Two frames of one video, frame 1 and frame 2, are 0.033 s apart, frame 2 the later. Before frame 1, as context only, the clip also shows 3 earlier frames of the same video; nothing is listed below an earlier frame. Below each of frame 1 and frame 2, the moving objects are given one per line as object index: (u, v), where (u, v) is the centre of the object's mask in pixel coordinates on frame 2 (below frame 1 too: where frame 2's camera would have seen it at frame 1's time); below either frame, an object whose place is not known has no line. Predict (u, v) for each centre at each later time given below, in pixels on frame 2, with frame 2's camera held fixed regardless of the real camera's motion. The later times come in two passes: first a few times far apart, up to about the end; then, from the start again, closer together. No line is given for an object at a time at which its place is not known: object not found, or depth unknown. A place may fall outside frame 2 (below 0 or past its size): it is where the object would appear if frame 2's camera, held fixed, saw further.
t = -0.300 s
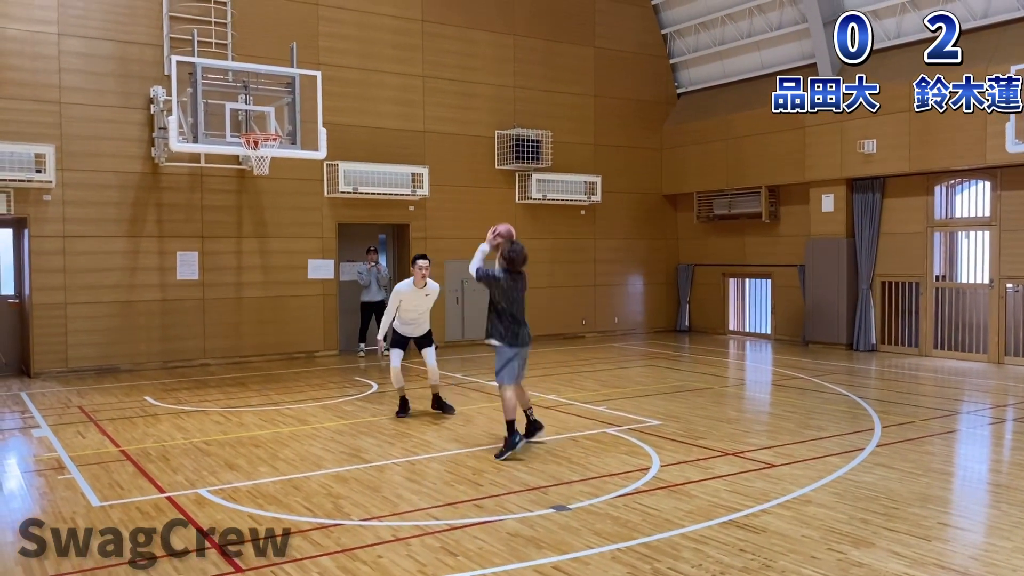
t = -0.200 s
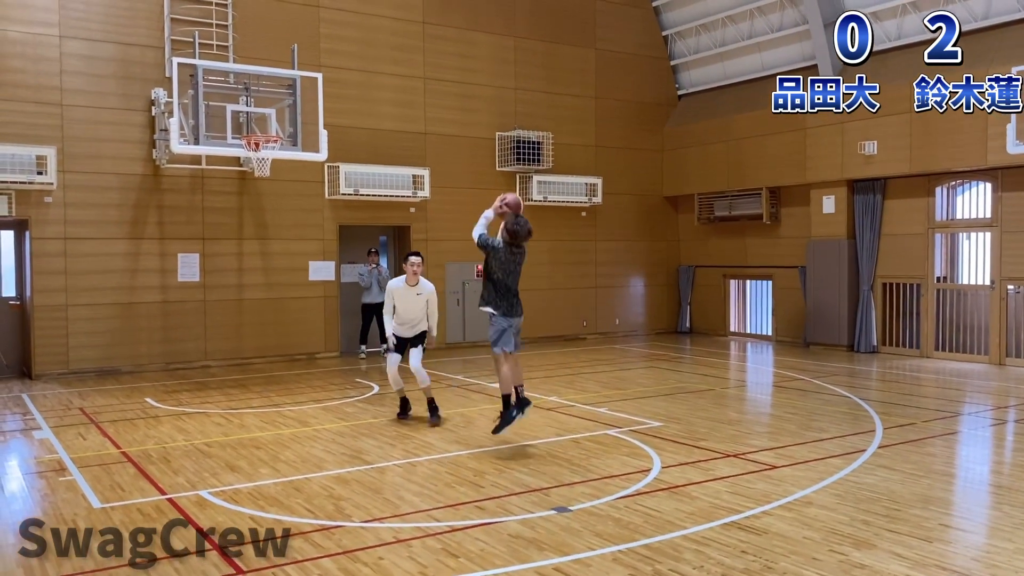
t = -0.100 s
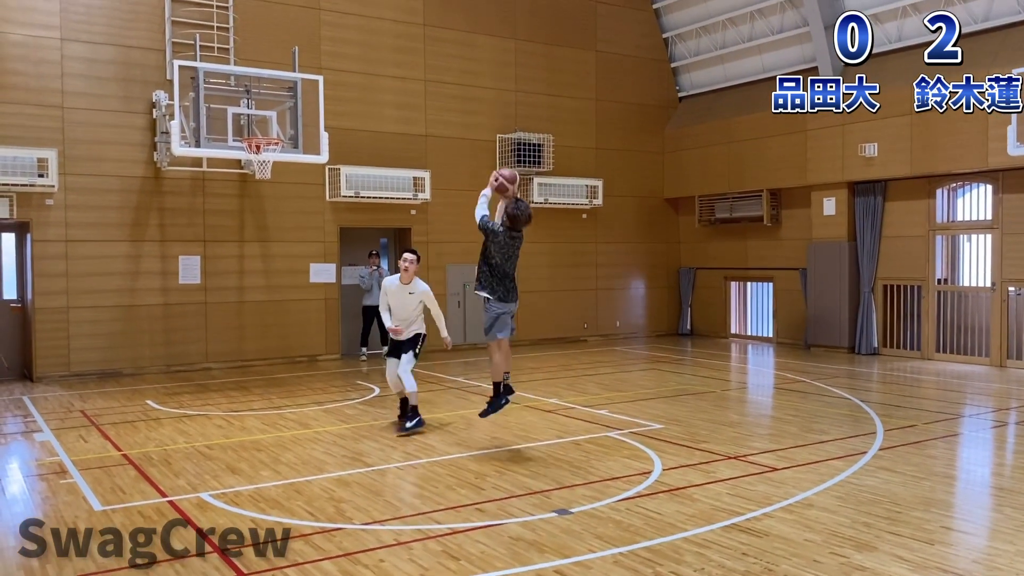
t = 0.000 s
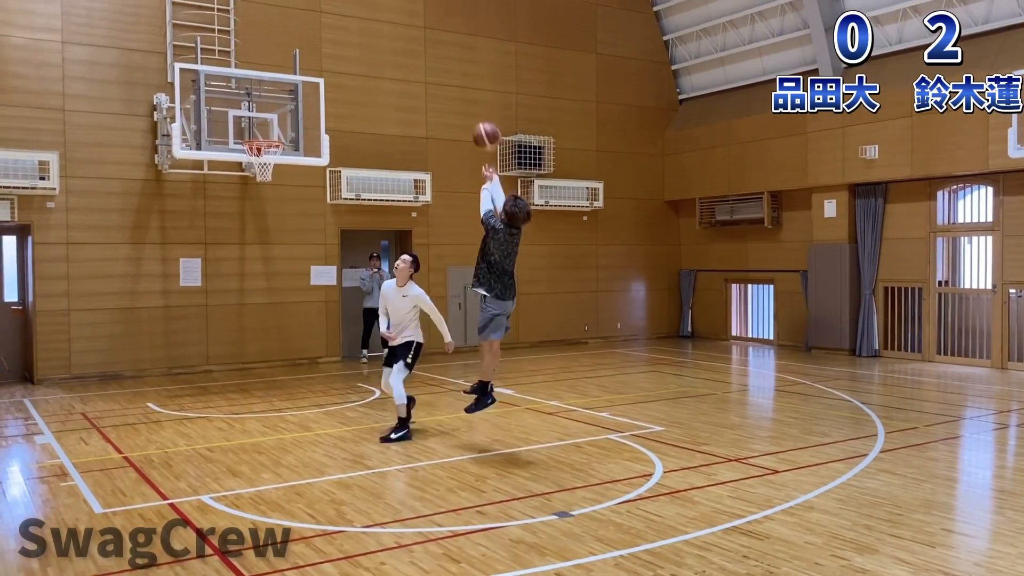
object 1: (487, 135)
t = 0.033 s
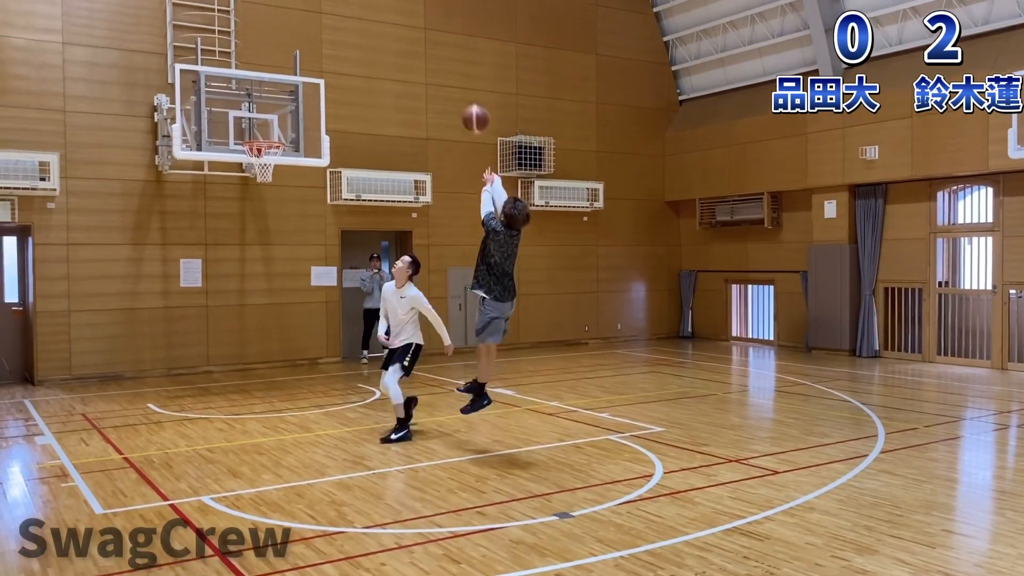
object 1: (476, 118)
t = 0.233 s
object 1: (416, 45)
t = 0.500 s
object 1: (352, 23)
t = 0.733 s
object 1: (307, 58)
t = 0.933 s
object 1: (275, 120)
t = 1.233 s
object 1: (278, 160)
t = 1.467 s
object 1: (273, 181)
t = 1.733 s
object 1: (268, 255)
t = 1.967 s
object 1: (263, 361)
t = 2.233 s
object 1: (252, 305)
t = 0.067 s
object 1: (465, 103)
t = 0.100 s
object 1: (455, 88)
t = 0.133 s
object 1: (445, 75)
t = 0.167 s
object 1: (435, 64)
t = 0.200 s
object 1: (425, 54)
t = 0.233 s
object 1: (416, 45)
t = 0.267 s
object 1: (408, 38)
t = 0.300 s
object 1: (399, 33)
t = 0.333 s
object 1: (391, 28)
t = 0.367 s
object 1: (382, 25)
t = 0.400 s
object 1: (375, 23)
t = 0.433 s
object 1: (367, 22)
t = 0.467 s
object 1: (360, 22)
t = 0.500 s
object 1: (352, 23)
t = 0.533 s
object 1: (345, 25)
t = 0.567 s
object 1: (339, 28)
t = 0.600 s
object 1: (332, 33)
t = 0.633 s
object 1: (326, 38)
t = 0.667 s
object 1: (319, 43)
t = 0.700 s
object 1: (313, 50)
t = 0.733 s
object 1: (307, 58)
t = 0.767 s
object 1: (302, 66)
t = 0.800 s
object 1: (296, 76)
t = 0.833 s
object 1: (291, 86)
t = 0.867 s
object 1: (285, 97)
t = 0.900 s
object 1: (280, 108)
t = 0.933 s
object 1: (275, 120)
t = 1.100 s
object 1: (264, 152)
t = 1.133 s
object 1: (275, 157)
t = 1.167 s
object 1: (276, 159)
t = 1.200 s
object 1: (277, 160)
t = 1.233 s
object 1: (278, 160)
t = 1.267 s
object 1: (276, 163)
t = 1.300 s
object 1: (278, 167)
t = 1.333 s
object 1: (276, 166)
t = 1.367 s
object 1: (275, 169)
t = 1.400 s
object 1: (275, 173)
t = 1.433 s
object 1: (274, 177)
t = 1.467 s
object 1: (273, 181)
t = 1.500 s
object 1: (272, 187)
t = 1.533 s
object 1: (271, 194)
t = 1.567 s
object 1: (271, 202)
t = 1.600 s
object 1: (270, 211)
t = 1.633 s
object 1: (269, 221)
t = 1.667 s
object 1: (268, 232)
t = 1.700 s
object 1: (268, 243)
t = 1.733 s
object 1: (268, 255)
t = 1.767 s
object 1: (267, 267)
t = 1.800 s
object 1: (266, 281)
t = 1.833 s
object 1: (266, 295)
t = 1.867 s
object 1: (266, 310)
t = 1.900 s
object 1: (265, 326)
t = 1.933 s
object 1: (264, 343)
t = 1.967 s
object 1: (263, 361)
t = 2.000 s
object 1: (263, 379)
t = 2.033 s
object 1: (261, 374)
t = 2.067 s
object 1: (259, 361)
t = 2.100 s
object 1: (258, 347)
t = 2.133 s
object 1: (256, 335)
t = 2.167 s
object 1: (255, 324)
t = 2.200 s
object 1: (254, 314)
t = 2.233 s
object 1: (252, 305)
